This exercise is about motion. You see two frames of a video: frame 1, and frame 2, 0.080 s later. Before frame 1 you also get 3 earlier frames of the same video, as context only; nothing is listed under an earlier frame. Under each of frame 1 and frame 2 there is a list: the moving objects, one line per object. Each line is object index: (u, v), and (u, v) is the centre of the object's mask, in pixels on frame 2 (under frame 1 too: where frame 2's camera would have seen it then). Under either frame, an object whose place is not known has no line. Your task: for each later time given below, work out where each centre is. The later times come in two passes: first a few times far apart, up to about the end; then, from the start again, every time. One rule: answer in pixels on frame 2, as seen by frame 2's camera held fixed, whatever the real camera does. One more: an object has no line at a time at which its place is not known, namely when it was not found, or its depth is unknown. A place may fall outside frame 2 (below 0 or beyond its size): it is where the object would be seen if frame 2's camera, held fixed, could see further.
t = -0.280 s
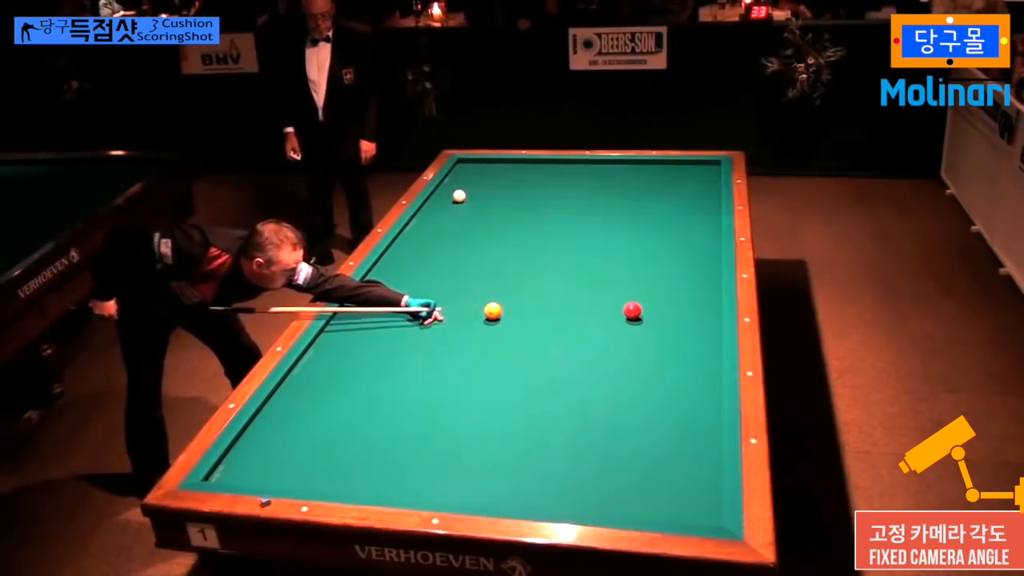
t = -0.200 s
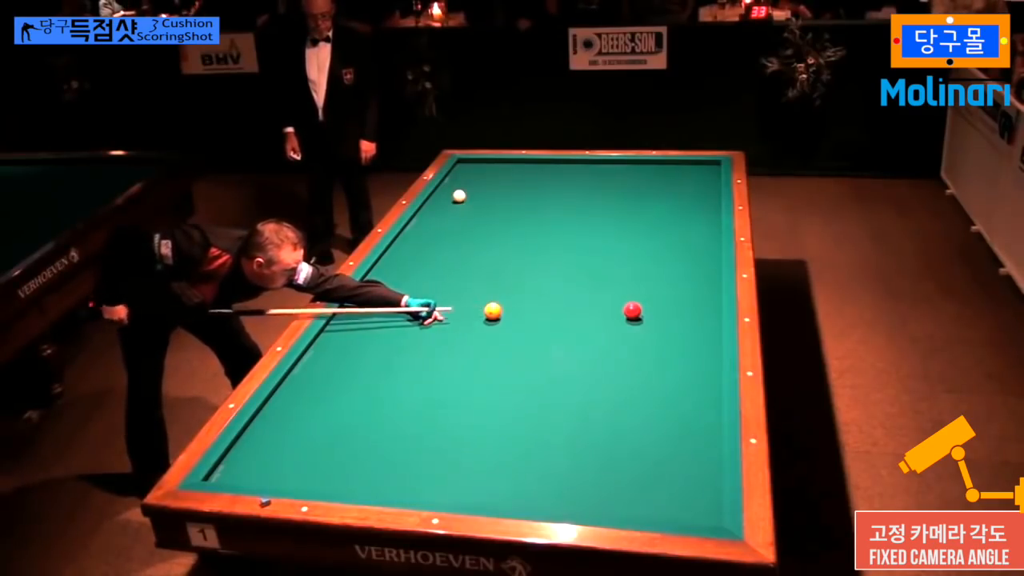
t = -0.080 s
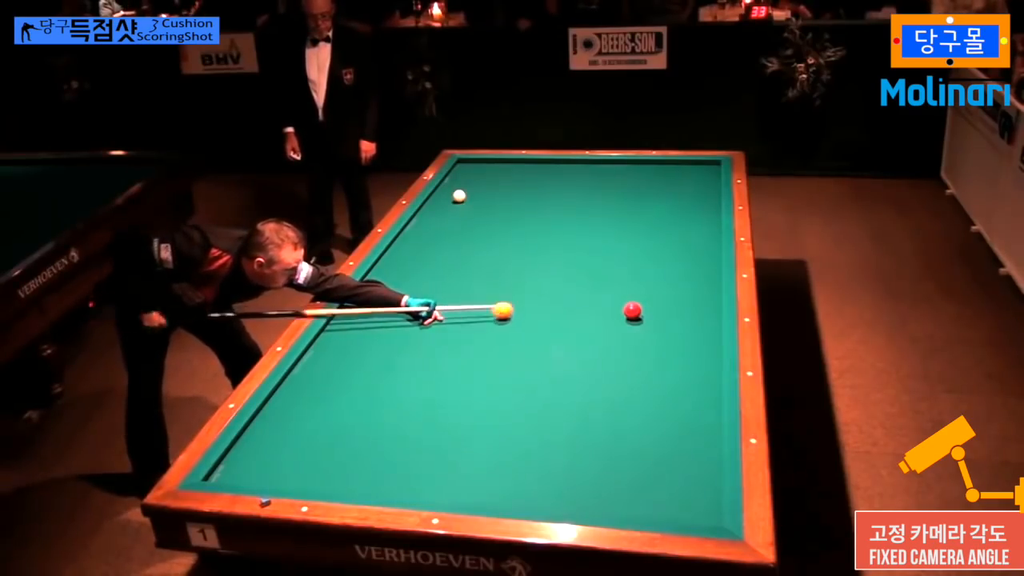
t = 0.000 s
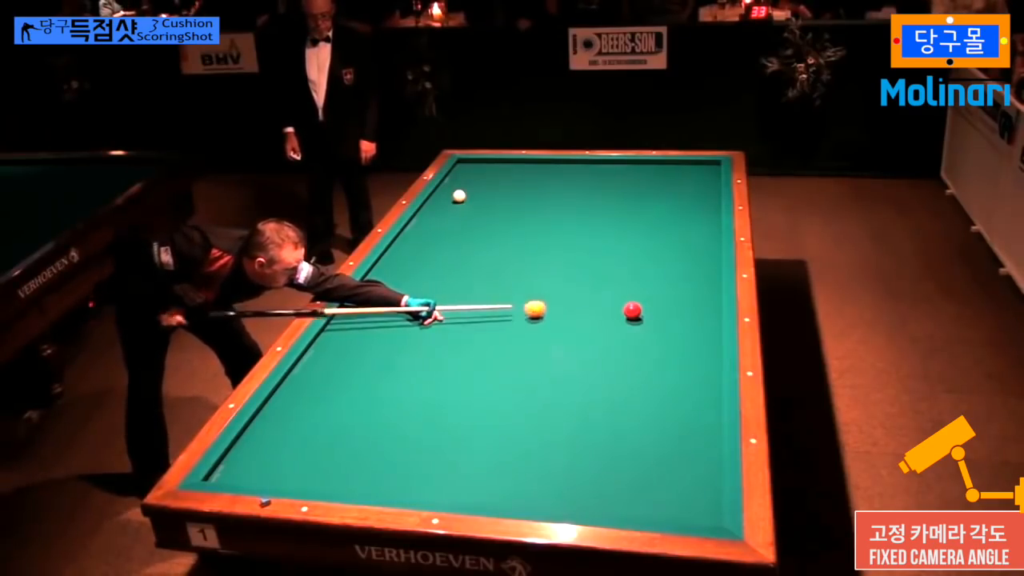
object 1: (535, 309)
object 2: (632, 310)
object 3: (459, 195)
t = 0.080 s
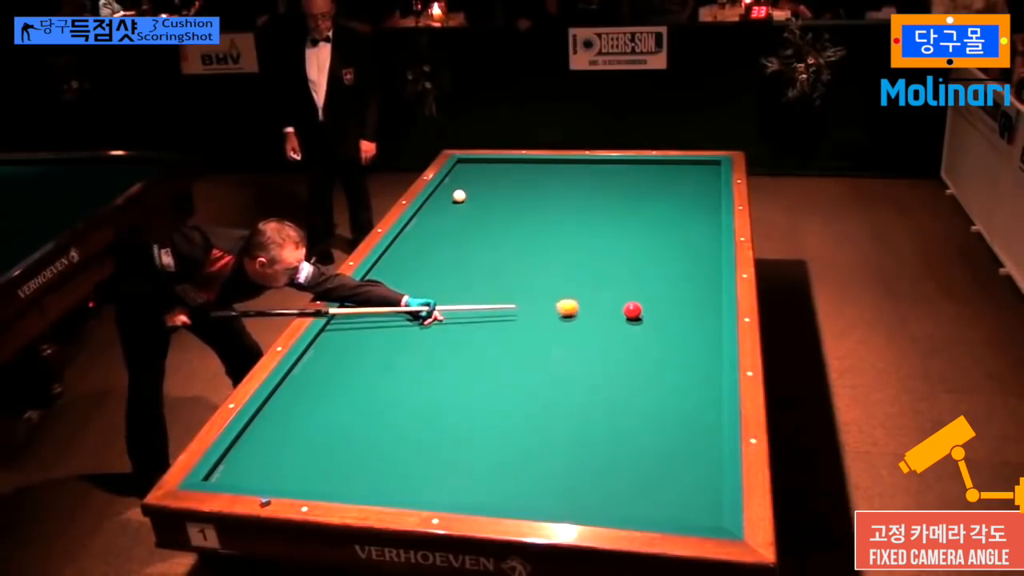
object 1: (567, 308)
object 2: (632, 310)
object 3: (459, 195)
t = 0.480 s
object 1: (680, 284)
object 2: (679, 329)
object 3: (459, 195)
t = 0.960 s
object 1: (676, 248)
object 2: (690, 349)
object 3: (459, 196)
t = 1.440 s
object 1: (631, 218)
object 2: (650, 364)
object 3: (459, 196)
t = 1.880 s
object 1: (596, 195)
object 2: (614, 377)
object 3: (459, 196)
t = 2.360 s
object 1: (564, 174)
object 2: (576, 391)
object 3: (459, 196)
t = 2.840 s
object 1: (532, 163)
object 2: (540, 405)
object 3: (459, 196)
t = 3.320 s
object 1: (490, 173)
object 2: (505, 418)
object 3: (459, 196)
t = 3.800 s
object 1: (448, 183)
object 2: (473, 430)
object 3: (459, 196)
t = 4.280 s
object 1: (452, 192)
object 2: (443, 441)
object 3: (460, 197)
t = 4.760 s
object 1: (455, 195)
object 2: (415, 451)
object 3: (467, 203)
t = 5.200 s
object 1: (456, 197)
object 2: (391, 459)
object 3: (474, 209)
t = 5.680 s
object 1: (457, 198)
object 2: (368, 468)
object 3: (481, 214)
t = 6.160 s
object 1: (457, 198)
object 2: (349, 474)
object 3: (487, 219)
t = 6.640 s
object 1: (457, 198)
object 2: (333, 478)
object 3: (493, 223)
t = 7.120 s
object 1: (457, 198)
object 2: (321, 482)
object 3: (497, 227)
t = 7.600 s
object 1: (457, 198)
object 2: (317, 481)
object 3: (501, 230)
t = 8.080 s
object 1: (457, 198)
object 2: (316, 481)
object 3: (504, 232)
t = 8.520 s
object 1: (458, 198)
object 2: (316, 481)
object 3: (506, 233)
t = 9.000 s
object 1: (458, 198)
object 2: (316, 481)
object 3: (507, 234)
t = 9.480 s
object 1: (458, 198)
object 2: (316, 481)
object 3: (507, 233)
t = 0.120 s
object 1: (583, 307)
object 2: (632, 310)
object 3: (459, 196)
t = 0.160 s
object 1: (600, 306)
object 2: (632, 310)
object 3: (459, 195)
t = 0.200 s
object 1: (615, 305)
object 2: (633, 310)
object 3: (459, 196)
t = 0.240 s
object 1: (625, 302)
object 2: (639, 313)
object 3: (459, 195)
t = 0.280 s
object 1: (634, 299)
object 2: (647, 316)
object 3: (459, 195)
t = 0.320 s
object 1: (643, 295)
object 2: (654, 319)
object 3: (459, 195)
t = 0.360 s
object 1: (652, 292)
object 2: (661, 322)
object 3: (459, 196)
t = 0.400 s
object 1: (662, 289)
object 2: (668, 324)
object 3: (459, 195)
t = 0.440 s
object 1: (671, 287)
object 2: (673, 327)
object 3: (459, 195)
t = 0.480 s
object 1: (680, 284)
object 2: (679, 329)
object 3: (459, 195)
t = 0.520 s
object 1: (688, 281)
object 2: (685, 331)
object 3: (459, 195)
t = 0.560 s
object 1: (698, 278)
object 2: (691, 334)
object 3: (459, 195)
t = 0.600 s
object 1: (706, 275)
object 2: (697, 336)
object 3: (459, 195)
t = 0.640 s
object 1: (714, 272)
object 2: (703, 338)
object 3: (459, 195)
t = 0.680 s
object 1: (709, 269)
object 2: (709, 341)
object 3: (459, 195)
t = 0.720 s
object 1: (703, 266)
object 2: (712, 343)
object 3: (459, 195)
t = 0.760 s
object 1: (698, 263)
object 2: (708, 344)
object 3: (459, 195)
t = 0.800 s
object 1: (693, 260)
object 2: (704, 344)
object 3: (459, 195)
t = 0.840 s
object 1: (689, 257)
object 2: (700, 345)
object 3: (459, 195)
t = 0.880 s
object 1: (684, 254)
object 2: (697, 347)
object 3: (459, 196)
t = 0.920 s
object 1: (680, 251)
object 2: (694, 348)
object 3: (459, 196)
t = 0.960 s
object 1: (676, 248)
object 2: (690, 349)
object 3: (459, 196)
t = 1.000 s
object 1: (672, 245)
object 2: (687, 351)
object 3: (459, 196)
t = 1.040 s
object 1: (668, 243)
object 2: (683, 352)
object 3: (459, 196)
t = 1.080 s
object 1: (664, 240)
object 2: (680, 353)
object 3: (459, 196)
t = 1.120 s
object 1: (660, 238)
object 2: (676, 354)
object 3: (459, 196)
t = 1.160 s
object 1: (656, 235)
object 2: (673, 356)
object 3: (459, 196)
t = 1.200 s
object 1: (652, 233)
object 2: (670, 357)
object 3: (459, 196)
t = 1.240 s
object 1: (648, 230)
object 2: (667, 358)
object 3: (459, 196)
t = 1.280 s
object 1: (645, 228)
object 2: (663, 359)
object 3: (459, 196)
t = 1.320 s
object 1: (641, 225)
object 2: (660, 360)
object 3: (459, 195)
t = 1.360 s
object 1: (637, 223)
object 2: (656, 362)
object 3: (459, 196)
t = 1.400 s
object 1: (634, 221)
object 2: (653, 363)
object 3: (459, 196)
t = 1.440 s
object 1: (631, 218)
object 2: (650, 364)
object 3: (459, 196)
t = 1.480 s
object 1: (627, 216)
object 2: (647, 365)
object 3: (459, 196)
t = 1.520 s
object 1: (624, 214)
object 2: (643, 367)
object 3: (459, 196)
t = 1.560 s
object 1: (621, 212)
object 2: (640, 368)
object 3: (459, 196)
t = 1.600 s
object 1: (617, 210)
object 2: (637, 369)
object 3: (459, 196)
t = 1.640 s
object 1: (614, 207)
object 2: (633, 370)
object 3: (459, 196)
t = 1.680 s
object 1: (611, 205)
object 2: (630, 371)
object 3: (459, 196)
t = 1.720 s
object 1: (608, 203)
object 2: (627, 372)
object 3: (459, 196)
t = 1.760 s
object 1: (605, 201)
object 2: (624, 373)
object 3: (459, 196)
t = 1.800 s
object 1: (602, 199)
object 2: (620, 375)
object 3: (459, 196)
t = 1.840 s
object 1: (599, 197)
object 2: (617, 376)
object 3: (459, 196)
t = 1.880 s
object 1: (596, 195)
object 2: (614, 377)
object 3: (459, 196)
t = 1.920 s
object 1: (593, 194)
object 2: (611, 378)
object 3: (459, 196)
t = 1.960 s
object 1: (590, 192)
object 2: (607, 379)
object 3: (459, 196)
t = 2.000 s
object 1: (587, 190)
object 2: (604, 381)
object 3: (459, 196)
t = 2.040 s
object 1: (585, 188)
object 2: (601, 382)
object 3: (459, 196)
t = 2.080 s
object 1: (582, 186)
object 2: (598, 383)
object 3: (459, 196)
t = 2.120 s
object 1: (579, 184)
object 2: (594, 384)
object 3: (459, 196)
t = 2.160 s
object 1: (577, 183)
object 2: (591, 385)
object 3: (459, 196)
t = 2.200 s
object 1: (574, 181)
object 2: (588, 386)
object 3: (459, 196)
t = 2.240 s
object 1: (572, 179)
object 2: (585, 387)
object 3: (459, 196)
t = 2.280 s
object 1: (569, 178)
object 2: (582, 389)
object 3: (459, 196)
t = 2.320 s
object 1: (566, 176)
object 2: (579, 390)
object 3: (459, 196)
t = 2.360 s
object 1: (564, 174)
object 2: (576, 391)
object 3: (459, 196)
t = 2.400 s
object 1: (562, 173)
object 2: (573, 392)
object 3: (459, 196)
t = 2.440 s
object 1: (559, 171)
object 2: (570, 393)
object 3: (459, 196)
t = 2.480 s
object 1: (557, 170)
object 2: (566, 394)
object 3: (459, 196)
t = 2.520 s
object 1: (554, 168)
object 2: (563, 396)
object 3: (459, 196)
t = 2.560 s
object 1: (552, 167)
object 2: (560, 397)
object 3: (459, 196)
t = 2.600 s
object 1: (550, 165)
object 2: (557, 398)
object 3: (459, 196)
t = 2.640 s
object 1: (548, 164)
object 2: (554, 399)
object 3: (459, 196)
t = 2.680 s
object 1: (546, 162)
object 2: (551, 400)
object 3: (459, 196)
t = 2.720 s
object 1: (543, 161)
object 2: (548, 401)
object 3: (459, 196)
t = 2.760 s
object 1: (540, 162)
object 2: (545, 402)
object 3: (459, 196)
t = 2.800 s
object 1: (536, 163)
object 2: (543, 404)
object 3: (459, 196)
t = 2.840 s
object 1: (532, 163)
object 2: (540, 405)
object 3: (459, 196)
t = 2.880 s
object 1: (529, 164)
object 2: (537, 406)
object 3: (459, 196)
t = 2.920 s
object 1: (525, 165)
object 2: (534, 407)
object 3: (459, 196)
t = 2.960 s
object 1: (522, 166)
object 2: (531, 408)
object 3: (459, 196)
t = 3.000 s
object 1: (518, 167)
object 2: (528, 409)
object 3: (459, 196)
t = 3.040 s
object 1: (515, 168)
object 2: (525, 410)
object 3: (459, 196)
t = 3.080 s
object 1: (511, 168)
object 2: (522, 411)
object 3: (459, 196)
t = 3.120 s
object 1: (507, 169)
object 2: (519, 412)
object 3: (459, 196)
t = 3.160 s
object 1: (504, 170)
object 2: (517, 413)
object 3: (459, 196)
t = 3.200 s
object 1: (500, 171)
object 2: (514, 414)
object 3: (459, 196)
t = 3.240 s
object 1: (497, 172)
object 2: (511, 415)
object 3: (459, 196)
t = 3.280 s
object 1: (493, 173)
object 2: (508, 417)
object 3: (459, 196)
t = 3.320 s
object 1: (490, 173)
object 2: (505, 418)
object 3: (459, 196)
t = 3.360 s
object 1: (487, 174)
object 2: (503, 419)
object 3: (459, 196)
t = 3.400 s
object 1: (483, 175)
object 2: (500, 420)
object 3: (459, 196)
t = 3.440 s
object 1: (479, 176)
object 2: (497, 421)
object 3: (459, 196)
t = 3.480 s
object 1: (476, 176)
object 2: (494, 422)
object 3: (459, 196)
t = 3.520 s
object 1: (472, 177)
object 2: (492, 423)
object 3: (459, 196)
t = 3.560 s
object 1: (469, 178)
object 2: (489, 424)
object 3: (459, 196)
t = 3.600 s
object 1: (465, 179)
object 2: (486, 425)
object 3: (459, 196)
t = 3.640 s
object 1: (462, 180)
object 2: (484, 426)
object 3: (459, 196)
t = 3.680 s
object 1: (458, 181)
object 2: (481, 427)
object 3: (459, 196)
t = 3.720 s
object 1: (455, 181)
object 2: (478, 428)
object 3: (459, 196)
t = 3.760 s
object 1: (451, 182)
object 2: (476, 429)
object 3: (459, 196)
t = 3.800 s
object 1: (448, 183)
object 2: (473, 430)
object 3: (459, 196)
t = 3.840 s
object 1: (445, 184)
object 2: (470, 431)
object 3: (459, 196)
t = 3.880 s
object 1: (444, 185)
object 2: (468, 432)
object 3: (459, 196)
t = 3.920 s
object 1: (445, 186)
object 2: (465, 433)
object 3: (459, 196)
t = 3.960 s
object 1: (446, 186)
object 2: (463, 434)
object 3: (459, 196)
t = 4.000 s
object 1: (447, 187)
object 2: (460, 434)
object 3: (459, 196)
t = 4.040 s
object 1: (447, 188)
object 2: (458, 436)
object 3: (459, 196)
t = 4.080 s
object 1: (448, 189)
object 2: (455, 436)
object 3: (459, 196)
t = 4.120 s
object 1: (449, 189)
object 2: (453, 437)
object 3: (459, 196)
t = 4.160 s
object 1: (450, 190)
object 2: (450, 438)
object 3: (459, 196)
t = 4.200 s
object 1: (450, 191)
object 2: (448, 439)
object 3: (460, 196)
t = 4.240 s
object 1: (451, 191)
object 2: (445, 440)
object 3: (460, 197)
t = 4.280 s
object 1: (452, 192)
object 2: (443, 441)
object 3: (460, 197)
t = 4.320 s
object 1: (452, 192)
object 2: (440, 441)
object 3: (461, 198)
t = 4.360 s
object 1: (452, 193)
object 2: (438, 442)
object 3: (461, 198)
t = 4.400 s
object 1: (453, 193)
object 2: (436, 444)
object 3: (462, 198)
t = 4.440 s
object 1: (453, 193)
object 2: (433, 445)
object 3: (462, 199)
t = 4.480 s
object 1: (453, 193)
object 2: (431, 446)
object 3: (463, 199)
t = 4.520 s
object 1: (453, 194)
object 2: (428, 446)
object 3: (464, 200)
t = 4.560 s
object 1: (454, 194)
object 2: (426, 447)
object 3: (464, 201)
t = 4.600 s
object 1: (454, 194)
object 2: (424, 448)
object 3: (465, 201)
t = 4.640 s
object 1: (454, 195)
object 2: (421, 449)
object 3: (466, 201)
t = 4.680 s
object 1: (455, 195)
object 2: (419, 450)
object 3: (466, 202)
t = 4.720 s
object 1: (455, 195)
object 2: (417, 450)
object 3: (467, 202)
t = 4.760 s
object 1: (455, 195)
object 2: (415, 451)
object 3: (467, 203)
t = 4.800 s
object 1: (455, 195)
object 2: (412, 452)
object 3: (468, 203)
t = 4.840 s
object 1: (455, 196)
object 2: (410, 453)
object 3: (469, 204)
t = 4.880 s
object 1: (455, 196)
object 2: (408, 453)
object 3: (469, 205)
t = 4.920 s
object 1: (455, 196)
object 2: (406, 454)
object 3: (470, 205)
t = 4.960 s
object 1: (456, 196)
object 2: (404, 455)
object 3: (471, 206)
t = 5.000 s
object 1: (456, 196)
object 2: (401, 456)
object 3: (471, 206)
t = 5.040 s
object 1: (456, 196)
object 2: (399, 457)
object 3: (472, 207)
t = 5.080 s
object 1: (456, 196)
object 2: (397, 457)
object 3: (472, 207)
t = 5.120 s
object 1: (456, 197)
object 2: (395, 458)
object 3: (473, 208)
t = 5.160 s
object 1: (456, 197)
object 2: (393, 459)
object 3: (474, 208)
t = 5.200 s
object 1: (456, 197)
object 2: (391, 459)
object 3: (474, 209)
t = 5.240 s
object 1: (456, 197)
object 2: (389, 460)
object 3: (475, 209)
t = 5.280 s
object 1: (456, 197)
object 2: (387, 461)
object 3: (475, 210)
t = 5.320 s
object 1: (457, 197)
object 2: (385, 461)
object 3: (476, 210)
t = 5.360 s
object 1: (457, 197)
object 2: (383, 462)
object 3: (477, 211)
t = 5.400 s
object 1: (457, 197)
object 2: (381, 463)
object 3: (477, 211)
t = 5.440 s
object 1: (457, 197)
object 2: (379, 464)
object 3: (478, 211)
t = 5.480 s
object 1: (457, 197)
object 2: (377, 464)
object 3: (478, 212)
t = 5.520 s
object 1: (457, 197)
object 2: (375, 465)
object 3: (479, 212)
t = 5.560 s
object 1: (457, 198)
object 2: (374, 466)
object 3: (479, 213)
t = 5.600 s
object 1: (457, 198)
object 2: (372, 466)
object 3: (480, 213)
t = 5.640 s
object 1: (457, 198)
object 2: (370, 467)
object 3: (480, 214)
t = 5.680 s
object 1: (457, 198)
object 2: (368, 468)
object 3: (481, 214)
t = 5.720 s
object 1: (457, 198)
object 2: (367, 468)
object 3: (482, 215)
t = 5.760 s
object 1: (457, 198)
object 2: (365, 469)
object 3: (482, 215)
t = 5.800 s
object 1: (457, 198)
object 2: (363, 470)
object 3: (483, 216)
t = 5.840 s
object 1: (457, 198)
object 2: (362, 470)
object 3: (483, 216)
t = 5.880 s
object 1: (457, 198)
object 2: (360, 471)
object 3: (483, 217)
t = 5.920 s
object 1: (457, 198)
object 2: (358, 471)
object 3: (484, 217)
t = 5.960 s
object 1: (457, 198)
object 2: (356, 472)
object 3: (484, 217)
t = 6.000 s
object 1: (457, 198)
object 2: (355, 472)
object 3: (485, 218)
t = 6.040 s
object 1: (457, 198)
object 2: (353, 472)
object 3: (485, 218)
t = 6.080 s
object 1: (457, 198)
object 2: (352, 473)
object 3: (486, 219)
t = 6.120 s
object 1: (457, 198)
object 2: (350, 473)
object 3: (486, 219)
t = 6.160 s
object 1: (457, 198)
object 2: (349, 474)
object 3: (487, 219)
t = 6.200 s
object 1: (457, 198)
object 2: (347, 474)
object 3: (487, 220)
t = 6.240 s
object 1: (457, 198)
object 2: (346, 475)
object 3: (488, 220)
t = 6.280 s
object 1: (457, 198)
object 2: (344, 476)
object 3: (488, 221)
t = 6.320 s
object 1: (457, 198)
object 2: (343, 476)
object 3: (489, 221)
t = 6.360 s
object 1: (457, 198)
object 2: (342, 477)
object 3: (489, 221)
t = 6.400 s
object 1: (457, 198)
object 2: (340, 477)
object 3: (490, 222)
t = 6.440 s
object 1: (457, 198)
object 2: (339, 477)
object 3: (490, 222)
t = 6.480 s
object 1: (457, 198)
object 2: (338, 477)
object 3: (490, 222)
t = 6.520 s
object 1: (457, 198)
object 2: (336, 478)
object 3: (491, 223)
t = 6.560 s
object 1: (457, 198)
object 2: (335, 478)
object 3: (491, 223)
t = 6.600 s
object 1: (457, 198)
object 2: (334, 478)
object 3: (492, 223)
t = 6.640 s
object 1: (457, 198)
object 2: (333, 478)
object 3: (493, 223)
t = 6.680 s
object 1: (457, 198)
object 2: (332, 479)
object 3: (493, 224)
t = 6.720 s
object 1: (457, 198)
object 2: (330, 479)
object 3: (493, 224)
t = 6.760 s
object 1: (457, 198)
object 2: (329, 479)
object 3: (493, 225)
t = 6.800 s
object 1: (457, 198)
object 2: (328, 480)
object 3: (494, 225)
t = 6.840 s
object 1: (457, 198)
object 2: (327, 480)
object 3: (494, 225)
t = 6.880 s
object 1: (457, 198)
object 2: (326, 480)
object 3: (495, 225)
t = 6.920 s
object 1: (457, 198)
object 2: (325, 480)
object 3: (495, 226)
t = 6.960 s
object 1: (457, 198)
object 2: (324, 481)
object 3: (496, 226)
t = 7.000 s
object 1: (457, 198)
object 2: (323, 481)
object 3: (496, 227)
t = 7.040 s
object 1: (457, 198)
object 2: (322, 481)
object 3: (496, 227)
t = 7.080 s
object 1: (457, 198)
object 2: (321, 482)
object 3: (497, 227)
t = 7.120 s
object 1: (457, 198)
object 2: (321, 482)
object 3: (497, 227)
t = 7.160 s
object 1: (457, 198)
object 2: (320, 482)
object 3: (497, 227)
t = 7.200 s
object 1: (457, 198)
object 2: (319, 482)
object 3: (498, 228)
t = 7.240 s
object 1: (457, 198)
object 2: (318, 482)
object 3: (498, 228)
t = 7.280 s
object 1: (457, 198)
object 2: (318, 482)
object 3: (498, 228)
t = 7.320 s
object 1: (457, 198)
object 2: (318, 482)
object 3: (499, 228)
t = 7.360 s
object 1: (457, 198)
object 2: (318, 482)
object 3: (499, 229)
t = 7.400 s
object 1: (457, 198)
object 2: (317, 482)
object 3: (500, 229)
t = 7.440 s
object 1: (457, 198)
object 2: (317, 482)
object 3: (500, 229)
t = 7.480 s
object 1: (457, 198)
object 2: (317, 482)
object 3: (500, 229)
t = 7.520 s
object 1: (457, 198)
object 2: (317, 482)
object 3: (500, 230)
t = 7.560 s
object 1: (457, 198)
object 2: (317, 481)
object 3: (501, 230)
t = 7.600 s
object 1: (457, 198)
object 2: (317, 481)
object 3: (501, 230)
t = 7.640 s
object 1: (457, 198)
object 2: (317, 481)
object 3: (501, 230)
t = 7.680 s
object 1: (457, 198)
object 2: (317, 481)
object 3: (502, 231)
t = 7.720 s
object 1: (457, 198)
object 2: (316, 481)
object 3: (502, 231)
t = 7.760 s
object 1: (457, 198)
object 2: (316, 481)
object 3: (502, 231)
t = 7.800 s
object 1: (457, 198)
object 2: (316, 481)
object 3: (503, 231)
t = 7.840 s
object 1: (457, 198)
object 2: (316, 481)
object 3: (503, 231)
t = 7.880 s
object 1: (457, 198)
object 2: (316, 481)
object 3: (503, 231)
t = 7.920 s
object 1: (457, 198)
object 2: (316, 481)
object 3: (503, 232)
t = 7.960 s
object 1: (457, 198)
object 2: (316, 481)
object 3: (504, 232)
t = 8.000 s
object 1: (457, 198)
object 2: (316, 481)
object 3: (504, 232)
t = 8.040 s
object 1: (457, 198)
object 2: (316, 481)
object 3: (504, 232)
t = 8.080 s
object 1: (457, 198)
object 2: (316, 481)
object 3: (504, 232)
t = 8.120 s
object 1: (457, 198)
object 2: (316, 481)
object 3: (505, 232)
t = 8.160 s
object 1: (457, 198)
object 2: (316, 481)
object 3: (505, 232)
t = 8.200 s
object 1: (457, 198)
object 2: (316, 481)
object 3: (505, 232)
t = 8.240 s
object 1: (457, 198)
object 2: (316, 481)
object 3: (505, 232)
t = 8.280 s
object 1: (458, 198)
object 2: (316, 480)
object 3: (505, 232)
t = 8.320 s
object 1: (457, 198)
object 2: (316, 480)
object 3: (506, 233)
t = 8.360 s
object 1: (457, 198)
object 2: (316, 481)
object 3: (506, 233)
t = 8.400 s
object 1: (457, 198)
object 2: (316, 481)
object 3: (506, 233)
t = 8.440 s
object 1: (458, 198)
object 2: (316, 481)
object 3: (506, 233)
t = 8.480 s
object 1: (458, 198)
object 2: (316, 481)
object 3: (506, 233)
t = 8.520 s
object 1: (458, 198)
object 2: (316, 481)
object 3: (506, 233)
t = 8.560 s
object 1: (458, 198)
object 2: (316, 481)
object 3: (506, 233)
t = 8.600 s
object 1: (458, 198)
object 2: (316, 481)
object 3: (507, 233)
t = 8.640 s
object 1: (458, 198)
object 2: (316, 481)
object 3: (507, 233)
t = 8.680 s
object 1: (458, 198)
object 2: (316, 481)
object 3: (507, 233)
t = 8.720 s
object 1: (458, 198)
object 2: (316, 481)
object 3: (507, 234)
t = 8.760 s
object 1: (458, 198)
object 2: (316, 481)
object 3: (507, 234)
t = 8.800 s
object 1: (458, 198)
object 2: (316, 481)
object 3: (507, 233)
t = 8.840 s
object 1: (458, 198)
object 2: (316, 481)
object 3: (507, 234)
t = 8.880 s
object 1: (458, 198)
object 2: (316, 481)
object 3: (507, 234)
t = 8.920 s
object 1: (458, 198)
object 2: (316, 481)
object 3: (507, 234)
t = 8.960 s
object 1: (458, 198)
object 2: (316, 481)
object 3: (507, 234)
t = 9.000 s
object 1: (458, 198)
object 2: (316, 481)
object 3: (507, 234)
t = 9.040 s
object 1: (458, 198)
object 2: (316, 481)
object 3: (507, 234)
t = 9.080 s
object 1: (458, 198)
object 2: (316, 481)
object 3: (507, 233)
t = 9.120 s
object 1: (458, 198)
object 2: (316, 481)
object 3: (507, 234)
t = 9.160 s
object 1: (458, 198)
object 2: (316, 481)
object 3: (507, 233)
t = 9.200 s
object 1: (458, 198)
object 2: (316, 481)
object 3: (507, 233)
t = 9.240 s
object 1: (458, 198)
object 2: (316, 481)
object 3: (507, 234)
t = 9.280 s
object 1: (458, 198)
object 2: (316, 481)
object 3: (507, 233)
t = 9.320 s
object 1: (458, 198)
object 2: (316, 481)
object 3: (507, 233)
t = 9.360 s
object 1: (458, 198)
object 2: (316, 481)
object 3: (507, 233)
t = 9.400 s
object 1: (458, 198)
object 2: (316, 481)
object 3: (507, 234)
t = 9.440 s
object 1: (458, 198)
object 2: (316, 481)
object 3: (507, 233)
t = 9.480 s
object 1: (458, 198)
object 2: (316, 481)
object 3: (507, 233)
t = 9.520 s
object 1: (458, 198)
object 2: (316, 481)
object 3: (507, 233)
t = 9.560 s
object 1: (458, 198)
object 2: (316, 481)
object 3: (507, 234)
